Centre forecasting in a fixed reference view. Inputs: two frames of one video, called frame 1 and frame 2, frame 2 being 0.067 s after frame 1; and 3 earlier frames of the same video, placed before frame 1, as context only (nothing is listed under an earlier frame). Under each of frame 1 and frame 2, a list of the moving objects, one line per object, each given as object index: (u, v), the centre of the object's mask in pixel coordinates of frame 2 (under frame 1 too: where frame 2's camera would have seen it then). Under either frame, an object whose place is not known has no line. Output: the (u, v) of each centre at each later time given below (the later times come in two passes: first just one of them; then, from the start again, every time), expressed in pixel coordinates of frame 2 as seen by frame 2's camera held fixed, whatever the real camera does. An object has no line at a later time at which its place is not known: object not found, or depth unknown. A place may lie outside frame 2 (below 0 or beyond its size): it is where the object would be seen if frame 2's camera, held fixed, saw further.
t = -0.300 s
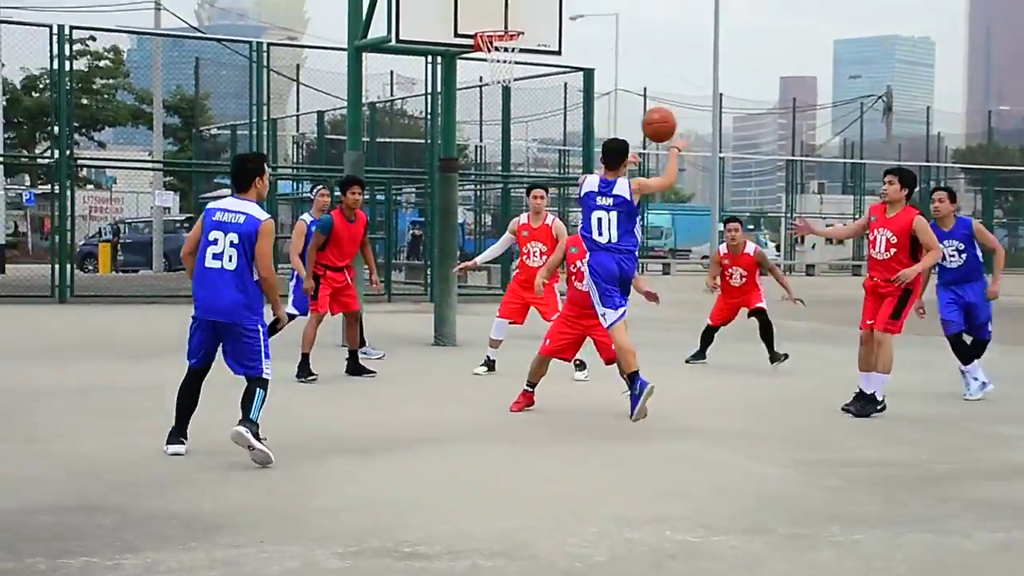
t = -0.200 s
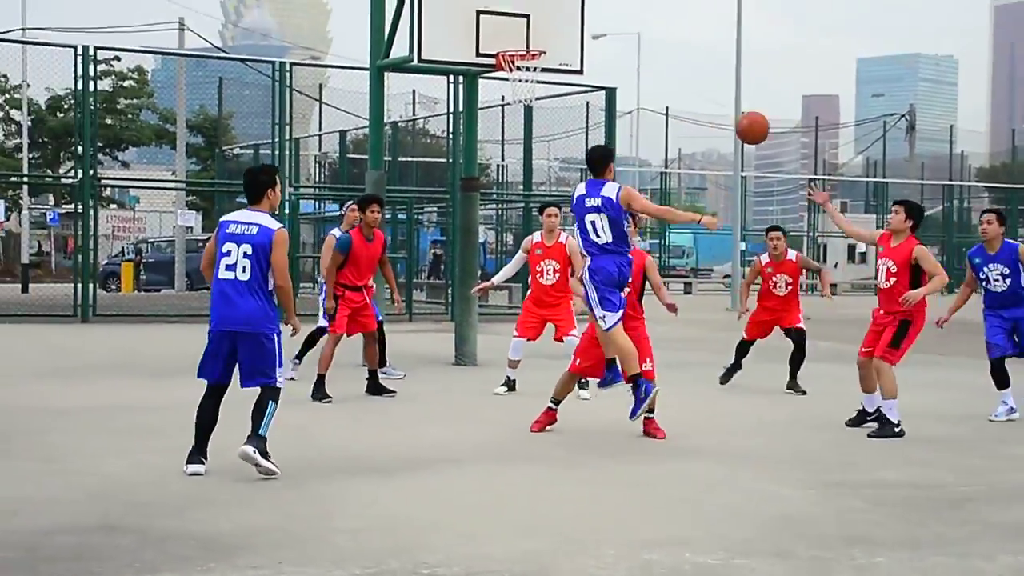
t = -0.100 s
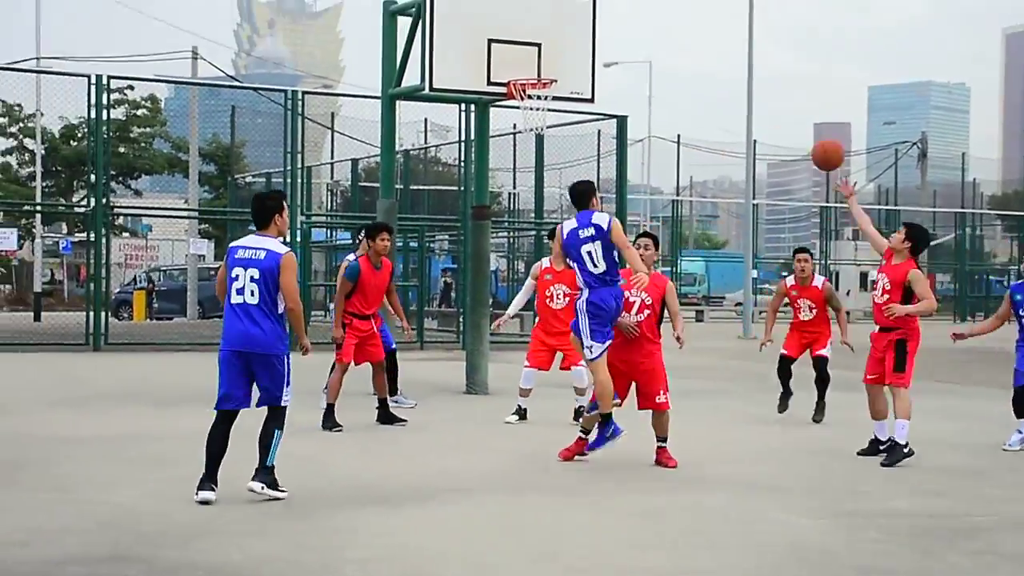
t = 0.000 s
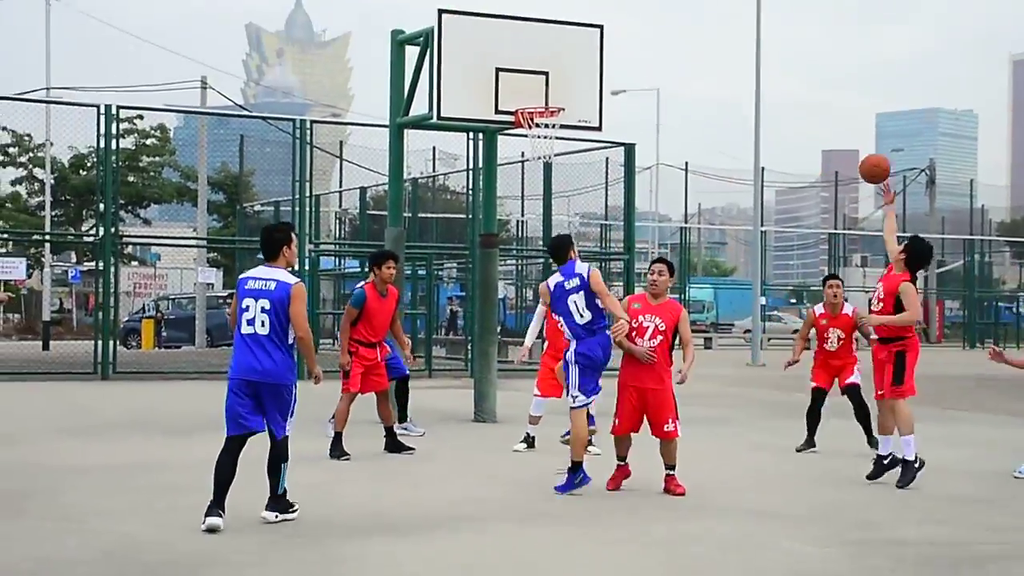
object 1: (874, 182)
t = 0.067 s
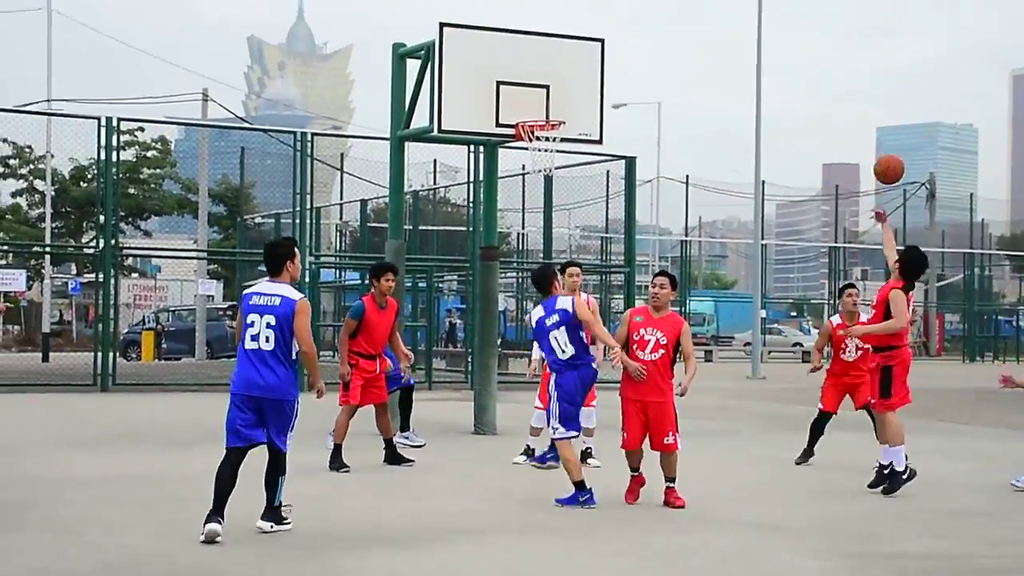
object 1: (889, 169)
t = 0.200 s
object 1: (921, 160)
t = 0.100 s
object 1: (895, 165)
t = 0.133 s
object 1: (903, 162)
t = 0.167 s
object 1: (914, 160)
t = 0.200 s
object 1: (921, 160)
